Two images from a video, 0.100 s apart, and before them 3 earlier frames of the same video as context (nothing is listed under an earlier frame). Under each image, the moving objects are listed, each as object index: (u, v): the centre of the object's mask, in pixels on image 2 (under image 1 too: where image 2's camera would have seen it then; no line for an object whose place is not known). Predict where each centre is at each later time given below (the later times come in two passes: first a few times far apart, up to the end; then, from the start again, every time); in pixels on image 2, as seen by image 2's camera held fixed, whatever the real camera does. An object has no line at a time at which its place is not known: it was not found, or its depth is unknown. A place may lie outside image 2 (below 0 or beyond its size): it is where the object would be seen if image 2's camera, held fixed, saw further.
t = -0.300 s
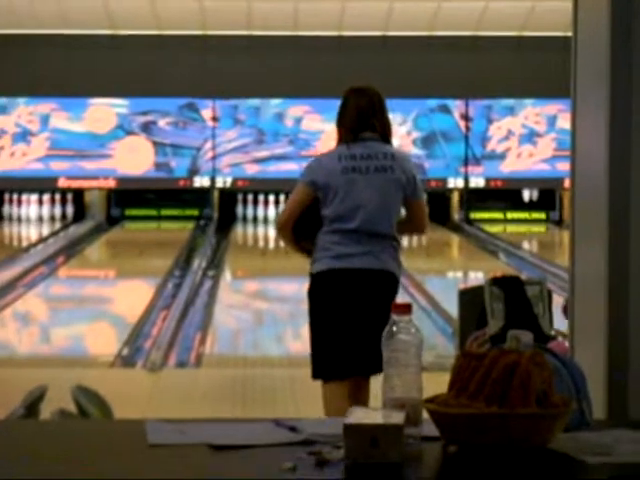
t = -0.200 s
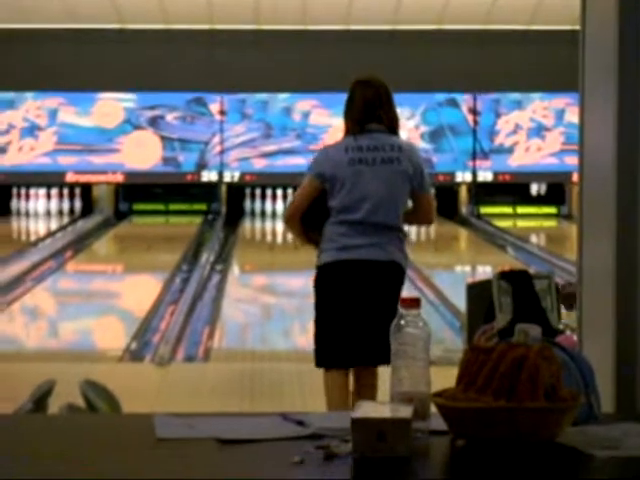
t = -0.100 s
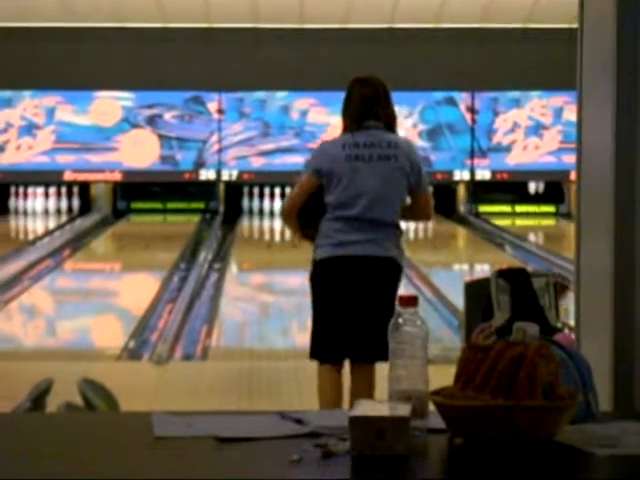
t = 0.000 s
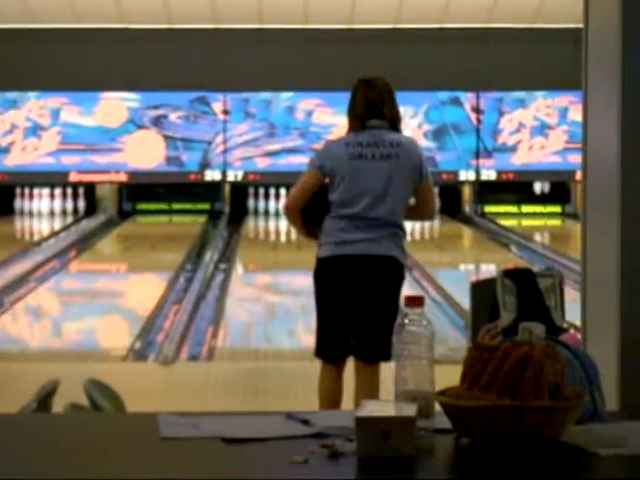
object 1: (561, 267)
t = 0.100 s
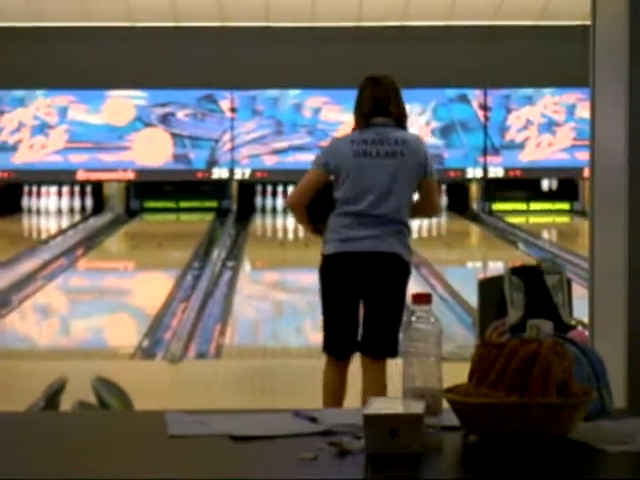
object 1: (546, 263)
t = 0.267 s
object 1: (531, 257)
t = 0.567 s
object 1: (506, 249)
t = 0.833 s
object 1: (488, 237)
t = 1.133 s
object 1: (472, 225)
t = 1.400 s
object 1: (459, 218)
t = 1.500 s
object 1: (454, 215)
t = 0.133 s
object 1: (544, 262)
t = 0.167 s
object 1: (541, 260)
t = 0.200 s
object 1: (537, 259)
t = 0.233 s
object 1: (534, 259)
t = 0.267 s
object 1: (531, 257)
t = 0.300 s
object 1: (528, 256)
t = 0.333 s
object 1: (524, 254)
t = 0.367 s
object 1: (522, 254)
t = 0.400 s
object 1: (519, 255)
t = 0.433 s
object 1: (517, 252)
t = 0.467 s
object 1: (514, 251)
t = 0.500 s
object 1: (511, 250)
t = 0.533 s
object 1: (509, 249)
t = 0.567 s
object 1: (506, 249)
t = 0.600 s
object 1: (505, 247)
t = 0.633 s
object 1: (502, 246)
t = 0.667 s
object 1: (498, 245)
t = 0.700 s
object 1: (497, 242)
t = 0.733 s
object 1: (493, 241)
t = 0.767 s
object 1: (491, 239)
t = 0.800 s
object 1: (490, 238)
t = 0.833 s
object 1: (488, 237)
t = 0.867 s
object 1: (486, 235)
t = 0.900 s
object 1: (484, 234)
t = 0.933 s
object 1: (482, 233)
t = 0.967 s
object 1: (480, 231)
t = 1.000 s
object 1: (478, 230)
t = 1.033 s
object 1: (476, 229)
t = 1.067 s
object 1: (475, 228)
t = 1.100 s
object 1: (473, 227)
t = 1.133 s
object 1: (472, 225)
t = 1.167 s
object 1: (470, 224)
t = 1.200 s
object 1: (467, 225)
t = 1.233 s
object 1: (466, 222)
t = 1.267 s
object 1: (465, 221)
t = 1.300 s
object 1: (463, 220)
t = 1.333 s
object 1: (461, 220)
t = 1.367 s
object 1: (459, 218)
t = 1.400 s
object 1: (459, 218)
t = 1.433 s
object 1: (457, 216)
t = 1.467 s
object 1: (456, 216)
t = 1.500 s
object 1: (454, 215)
